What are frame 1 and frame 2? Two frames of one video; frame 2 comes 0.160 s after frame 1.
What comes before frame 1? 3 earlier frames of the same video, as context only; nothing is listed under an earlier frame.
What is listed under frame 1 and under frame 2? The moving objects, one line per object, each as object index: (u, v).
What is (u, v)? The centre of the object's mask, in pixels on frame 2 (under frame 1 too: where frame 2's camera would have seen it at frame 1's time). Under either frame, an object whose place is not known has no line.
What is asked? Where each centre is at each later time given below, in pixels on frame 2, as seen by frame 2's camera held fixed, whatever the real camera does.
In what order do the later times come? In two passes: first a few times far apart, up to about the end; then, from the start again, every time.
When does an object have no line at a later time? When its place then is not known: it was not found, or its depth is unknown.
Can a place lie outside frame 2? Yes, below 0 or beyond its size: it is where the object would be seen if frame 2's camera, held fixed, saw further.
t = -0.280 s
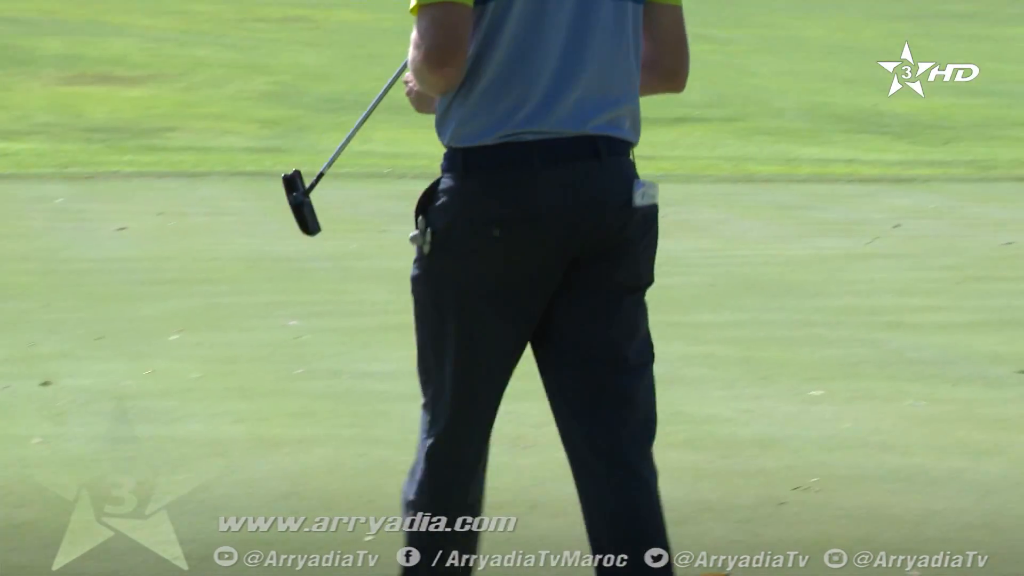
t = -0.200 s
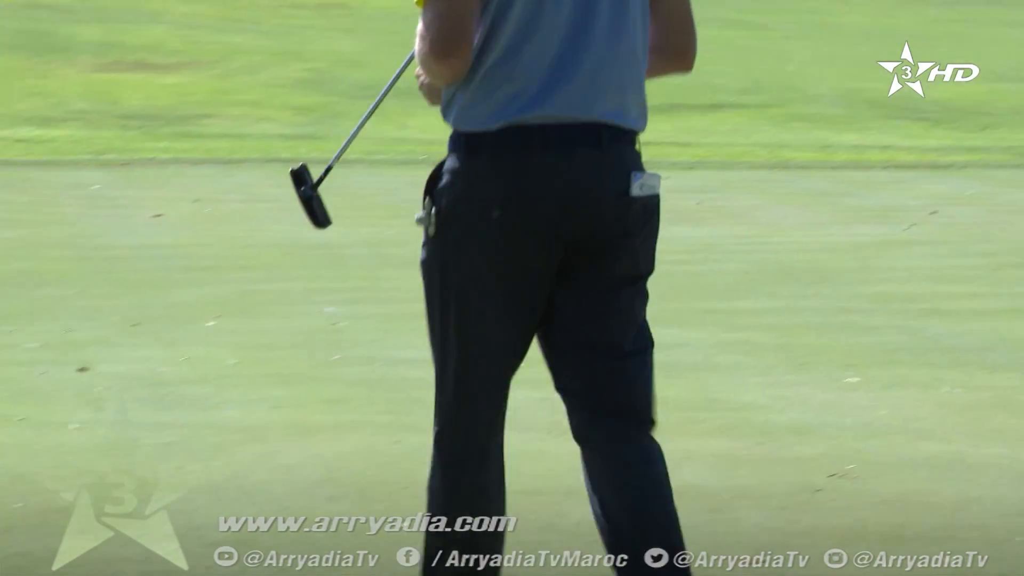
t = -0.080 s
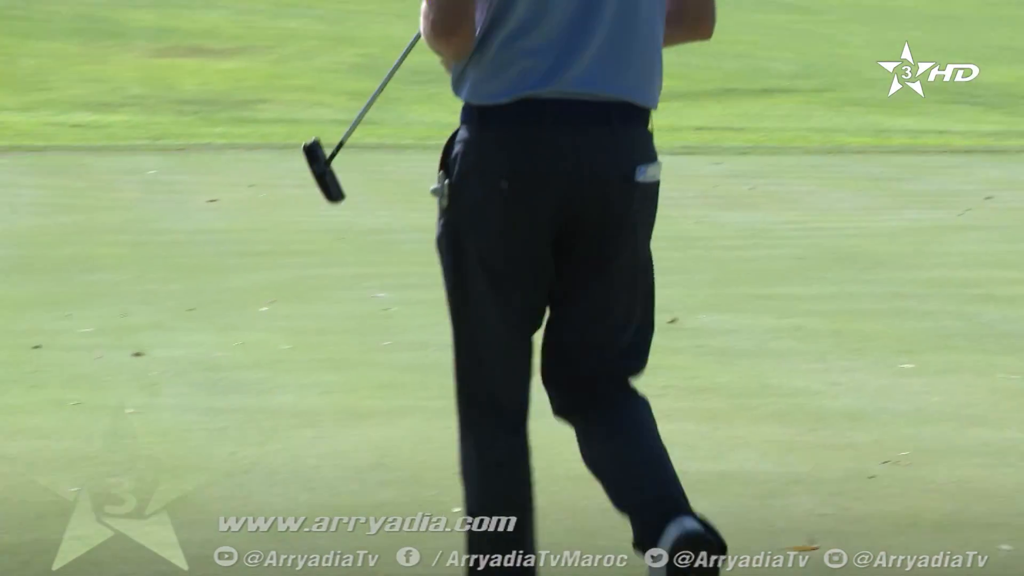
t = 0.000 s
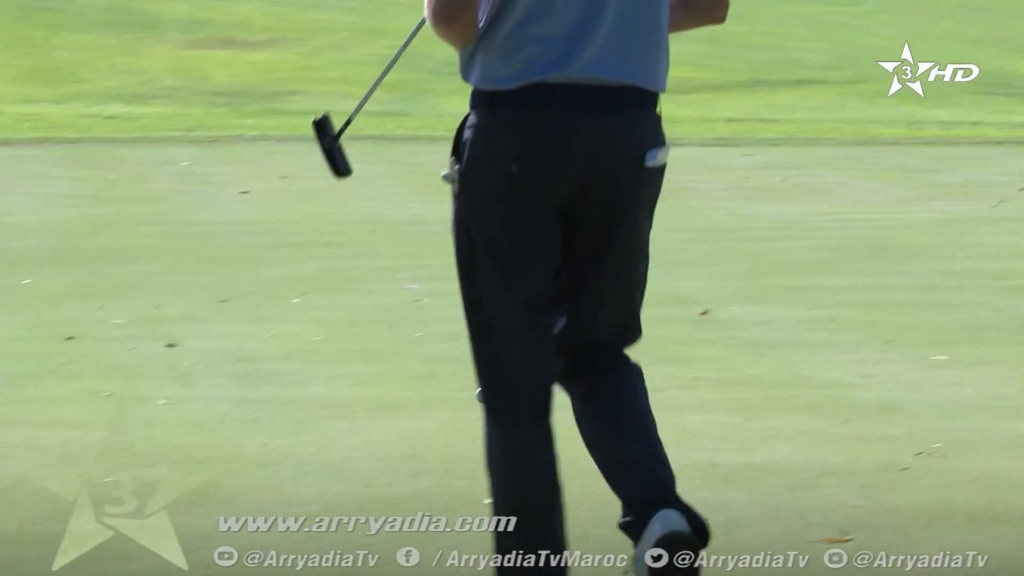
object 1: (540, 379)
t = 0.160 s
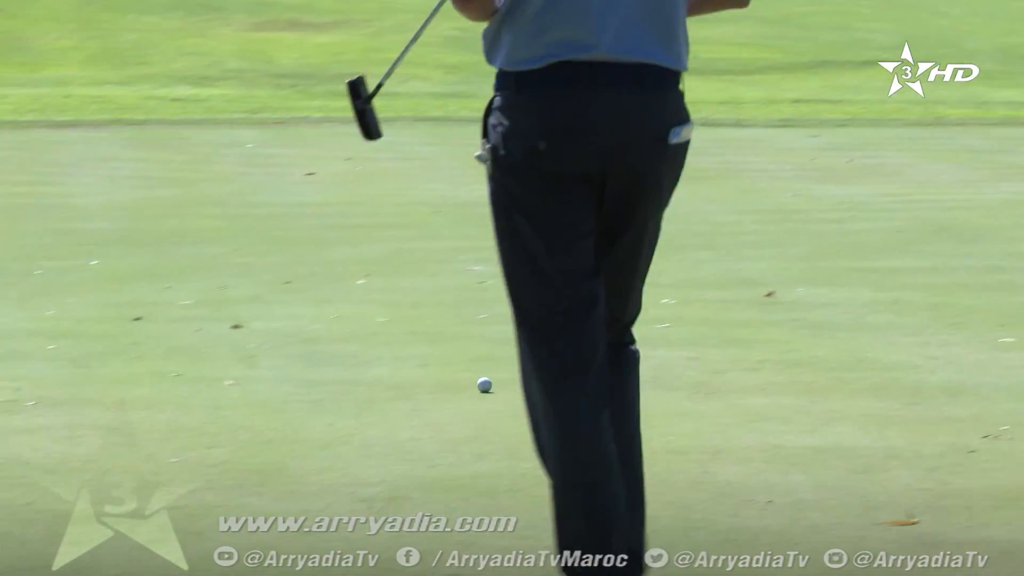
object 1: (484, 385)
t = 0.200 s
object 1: (469, 386)
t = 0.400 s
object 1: (393, 396)
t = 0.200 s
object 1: (469, 386)
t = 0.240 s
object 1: (453, 388)
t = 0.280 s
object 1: (439, 390)
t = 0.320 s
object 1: (424, 392)
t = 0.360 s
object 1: (408, 394)
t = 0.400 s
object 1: (393, 396)
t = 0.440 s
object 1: (378, 398)
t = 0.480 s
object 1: (362, 400)
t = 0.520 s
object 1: (347, 402)
